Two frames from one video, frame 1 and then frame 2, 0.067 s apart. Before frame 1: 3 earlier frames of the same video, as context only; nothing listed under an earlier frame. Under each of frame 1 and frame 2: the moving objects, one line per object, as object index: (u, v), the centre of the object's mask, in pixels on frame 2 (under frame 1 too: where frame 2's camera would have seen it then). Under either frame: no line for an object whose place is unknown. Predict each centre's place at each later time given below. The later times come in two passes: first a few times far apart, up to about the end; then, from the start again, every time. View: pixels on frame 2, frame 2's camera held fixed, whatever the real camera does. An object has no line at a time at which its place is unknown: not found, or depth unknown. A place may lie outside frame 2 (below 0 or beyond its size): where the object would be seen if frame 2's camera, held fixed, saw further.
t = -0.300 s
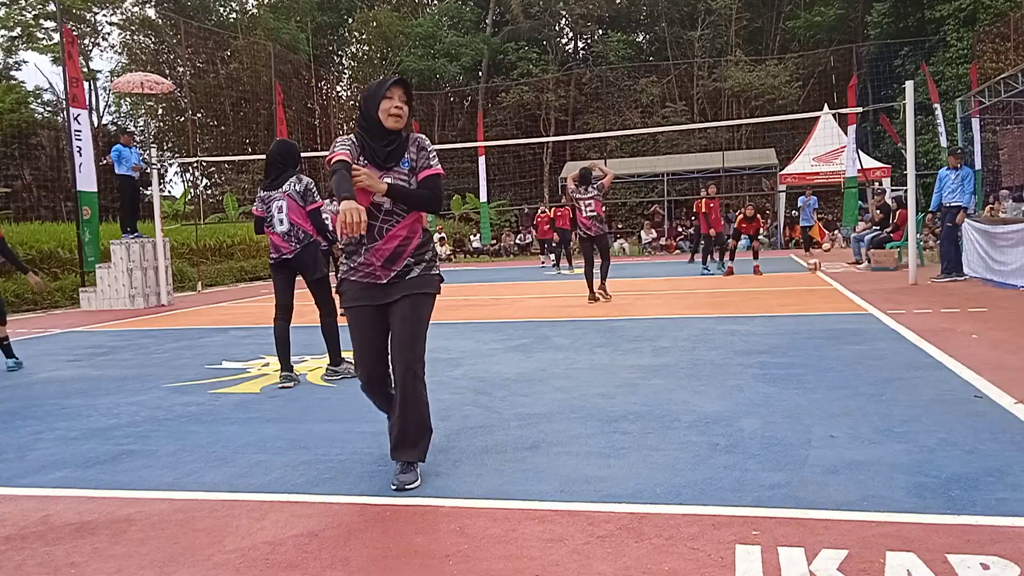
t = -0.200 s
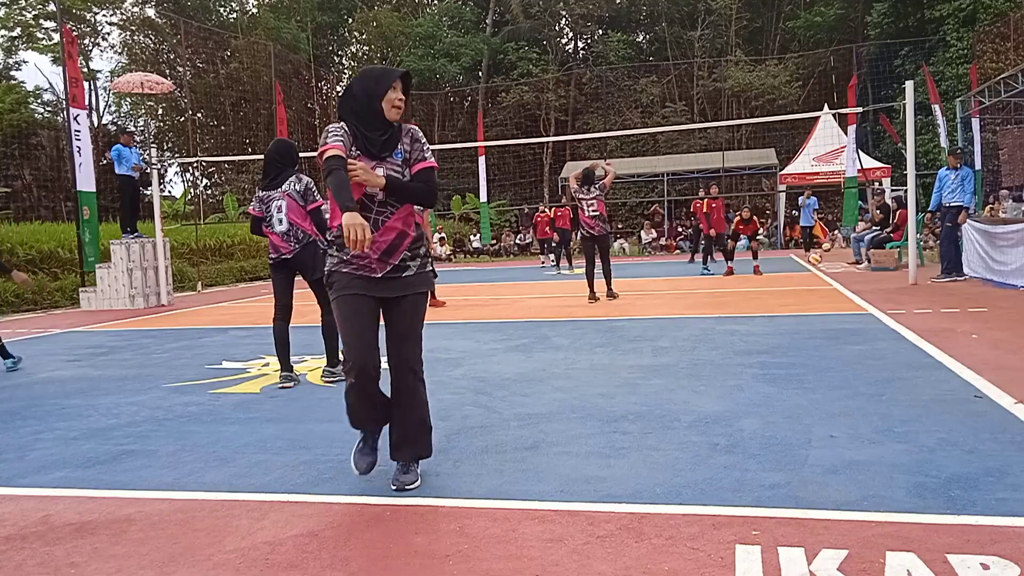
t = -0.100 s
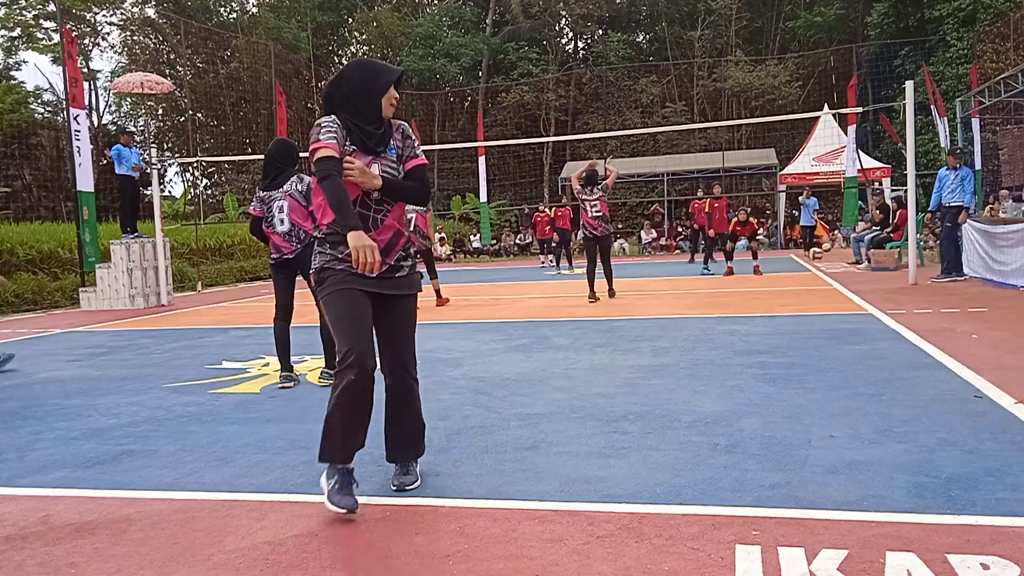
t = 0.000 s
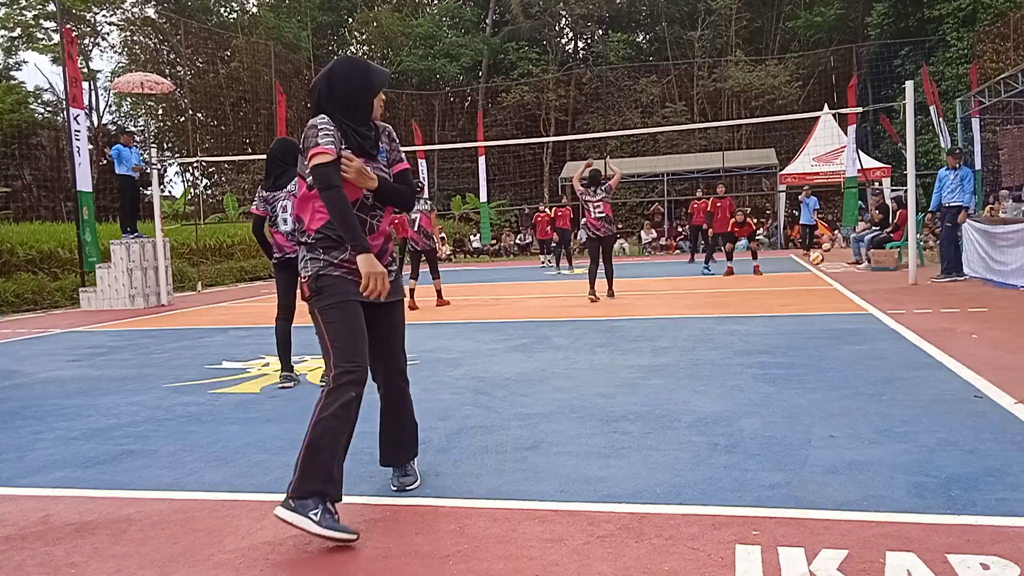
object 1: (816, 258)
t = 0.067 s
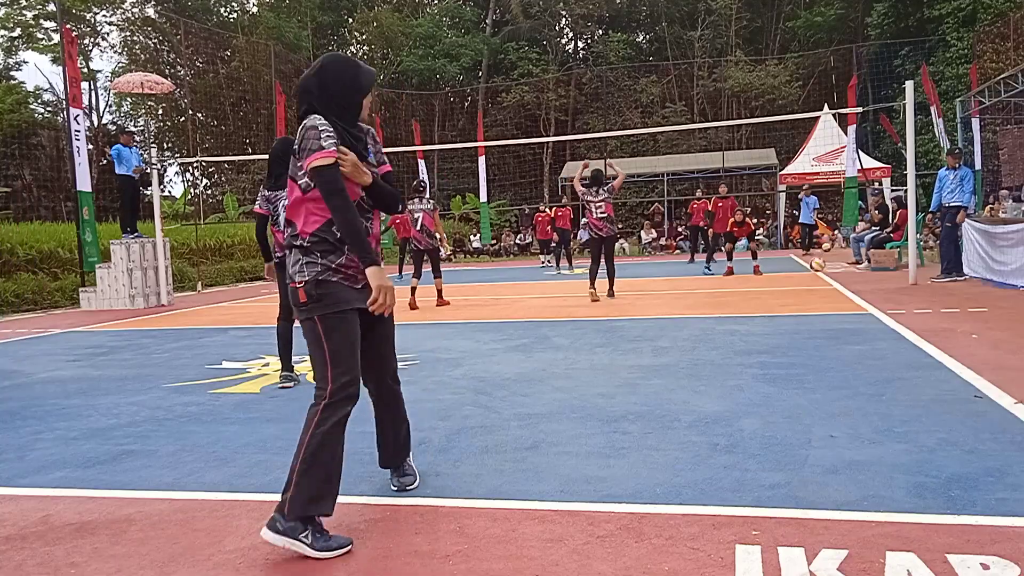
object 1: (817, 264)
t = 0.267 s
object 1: (819, 267)
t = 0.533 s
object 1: (821, 283)
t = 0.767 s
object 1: (824, 284)
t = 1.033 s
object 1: (826, 293)
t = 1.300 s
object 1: (830, 307)
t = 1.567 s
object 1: (832, 327)
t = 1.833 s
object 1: (838, 351)
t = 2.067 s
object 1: (842, 383)
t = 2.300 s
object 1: (849, 428)
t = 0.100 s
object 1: (818, 268)
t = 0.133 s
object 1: (818, 275)
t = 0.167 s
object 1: (818, 273)
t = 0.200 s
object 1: (818, 271)
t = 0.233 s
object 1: (818, 268)
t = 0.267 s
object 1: (819, 267)
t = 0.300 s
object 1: (819, 267)
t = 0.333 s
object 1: (819, 267)
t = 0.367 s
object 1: (819, 269)
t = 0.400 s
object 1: (820, 271)
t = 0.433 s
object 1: (820, 275)
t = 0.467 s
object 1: (821, 279)
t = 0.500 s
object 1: (821, 285)
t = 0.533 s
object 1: (821, 283)
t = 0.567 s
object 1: (822, 280)
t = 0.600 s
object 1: (822, 278)
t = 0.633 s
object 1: (822, 277)
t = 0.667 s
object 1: (822, 277)
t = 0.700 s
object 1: (823, 278)
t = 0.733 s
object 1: (823, 280)
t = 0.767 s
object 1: (824, 284)
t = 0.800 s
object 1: (824, 288)
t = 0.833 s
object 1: (824, 293)
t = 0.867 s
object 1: (825, 296)
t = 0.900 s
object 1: (825, 293)
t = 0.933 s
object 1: (825, 292)
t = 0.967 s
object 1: (825, 291)
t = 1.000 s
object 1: (826, 292)
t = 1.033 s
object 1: (826, 293)
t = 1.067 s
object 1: (826, 296)
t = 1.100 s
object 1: (827, 300)
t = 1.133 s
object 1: (828, 306)
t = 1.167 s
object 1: (829, 311)
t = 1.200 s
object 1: (828, 308)
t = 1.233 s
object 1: (829, 307)
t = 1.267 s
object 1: (829, 306)
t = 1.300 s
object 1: (830, 307)
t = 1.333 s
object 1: (830, 309)
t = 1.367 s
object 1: (830, 314)
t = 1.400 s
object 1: (831, 320)
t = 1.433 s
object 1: (832, 326)
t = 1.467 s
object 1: (832, 325)
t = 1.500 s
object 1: (833, 324)
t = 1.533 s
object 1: (832, 325)
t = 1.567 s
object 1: (832, 327)
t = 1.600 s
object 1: (833, 331)
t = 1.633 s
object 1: (834, 336)
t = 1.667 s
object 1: (834, 343)
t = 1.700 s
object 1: (834, 342)
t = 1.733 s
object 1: (835, 341)
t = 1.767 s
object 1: (836, 342)
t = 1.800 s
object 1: (837, 346)
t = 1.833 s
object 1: (838, 351)
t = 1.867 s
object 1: (838, 359)
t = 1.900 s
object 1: (839, 365)
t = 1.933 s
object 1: (840, 364)
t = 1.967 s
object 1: (840, 364)
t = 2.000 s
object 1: (841, 368)
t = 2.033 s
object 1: (842, 374)
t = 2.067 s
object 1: (842, 383)
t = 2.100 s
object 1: (844, 393)
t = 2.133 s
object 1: (844, 392)
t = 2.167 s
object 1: (845, 394)
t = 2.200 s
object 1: (845, 399)
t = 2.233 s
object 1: (846, 406)
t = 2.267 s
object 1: (848, 416)
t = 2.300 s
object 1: (849, 428)
